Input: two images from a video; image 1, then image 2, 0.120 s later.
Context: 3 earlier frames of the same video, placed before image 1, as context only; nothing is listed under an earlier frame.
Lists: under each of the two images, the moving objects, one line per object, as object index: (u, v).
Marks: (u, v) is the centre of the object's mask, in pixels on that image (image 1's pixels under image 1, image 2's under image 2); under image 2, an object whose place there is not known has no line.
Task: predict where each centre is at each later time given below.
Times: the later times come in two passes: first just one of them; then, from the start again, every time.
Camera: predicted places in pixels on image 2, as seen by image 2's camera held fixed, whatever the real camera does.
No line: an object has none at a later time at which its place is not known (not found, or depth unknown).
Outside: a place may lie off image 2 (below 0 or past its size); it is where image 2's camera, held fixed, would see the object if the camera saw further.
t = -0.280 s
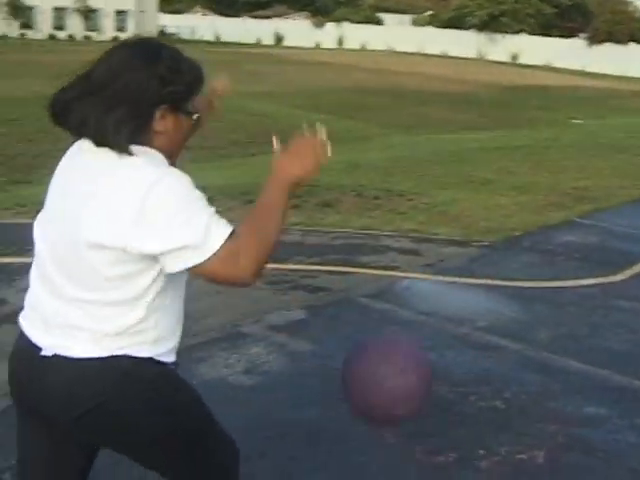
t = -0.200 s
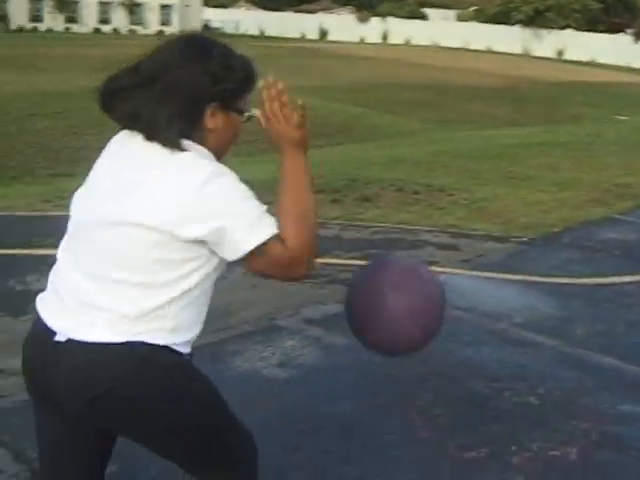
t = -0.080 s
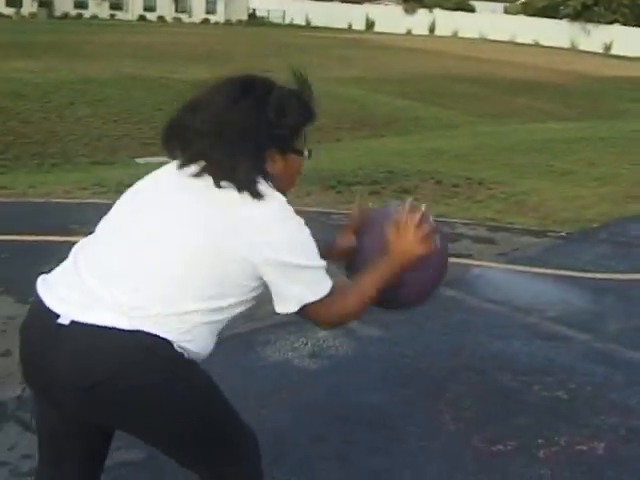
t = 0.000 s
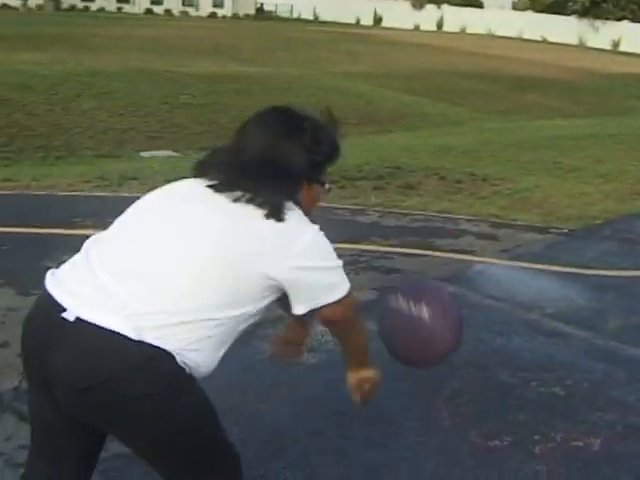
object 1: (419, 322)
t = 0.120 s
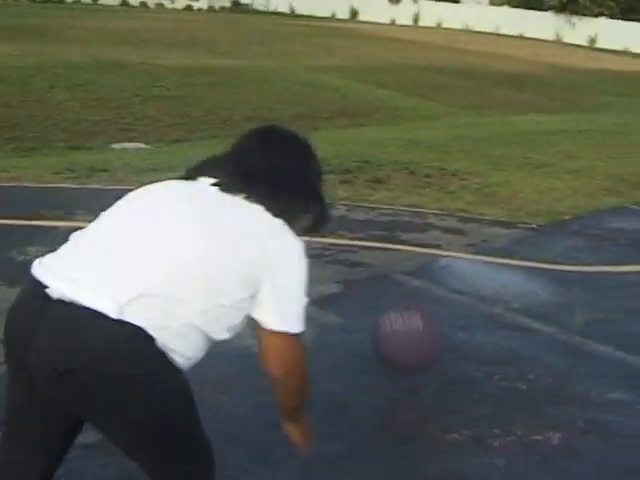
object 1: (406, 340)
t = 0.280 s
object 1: (428, 169)
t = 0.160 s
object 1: (413, 286)
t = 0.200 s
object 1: (418, 242)
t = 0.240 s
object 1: (423, 202)
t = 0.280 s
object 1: (428, 169)
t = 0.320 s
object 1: (430, 141)
